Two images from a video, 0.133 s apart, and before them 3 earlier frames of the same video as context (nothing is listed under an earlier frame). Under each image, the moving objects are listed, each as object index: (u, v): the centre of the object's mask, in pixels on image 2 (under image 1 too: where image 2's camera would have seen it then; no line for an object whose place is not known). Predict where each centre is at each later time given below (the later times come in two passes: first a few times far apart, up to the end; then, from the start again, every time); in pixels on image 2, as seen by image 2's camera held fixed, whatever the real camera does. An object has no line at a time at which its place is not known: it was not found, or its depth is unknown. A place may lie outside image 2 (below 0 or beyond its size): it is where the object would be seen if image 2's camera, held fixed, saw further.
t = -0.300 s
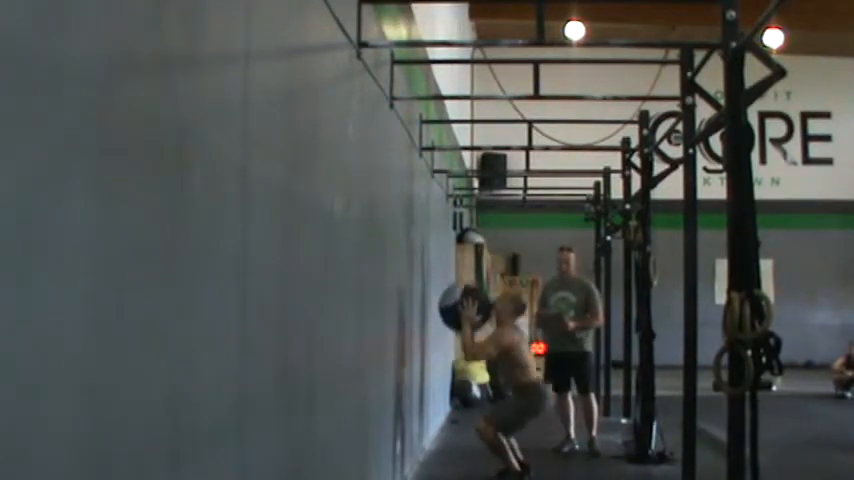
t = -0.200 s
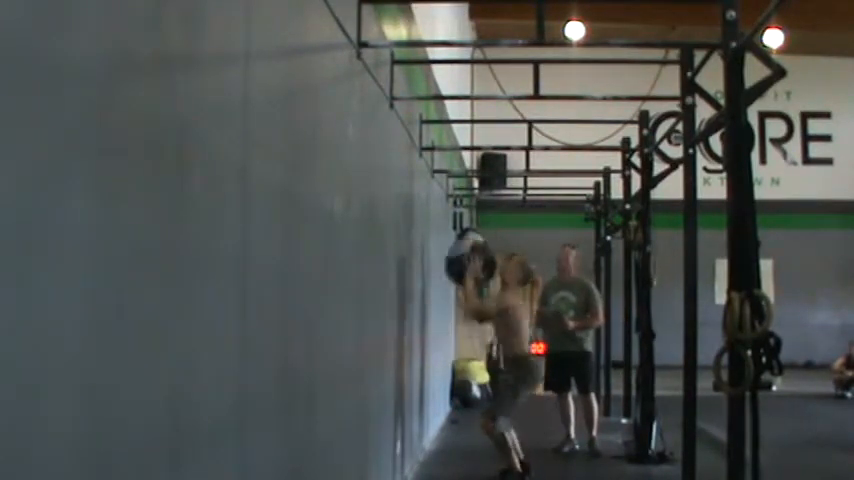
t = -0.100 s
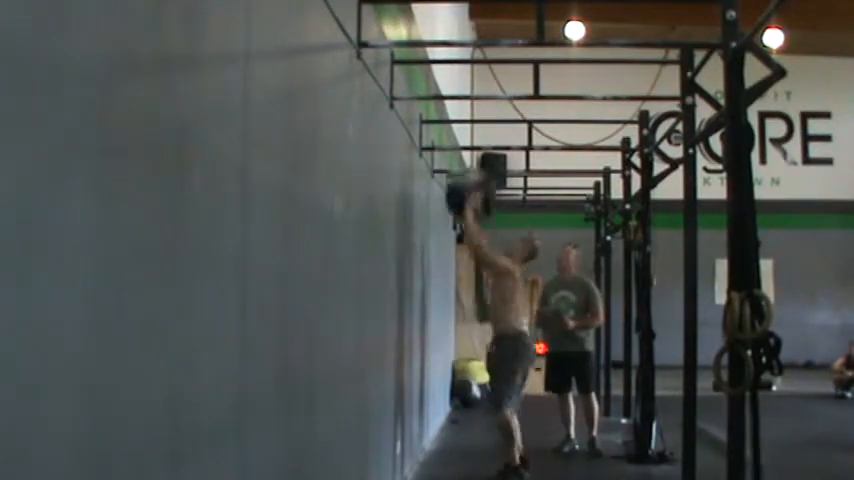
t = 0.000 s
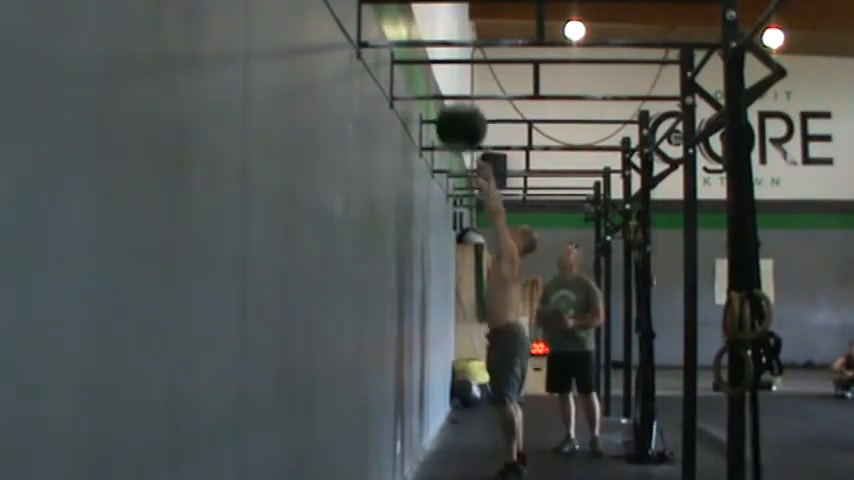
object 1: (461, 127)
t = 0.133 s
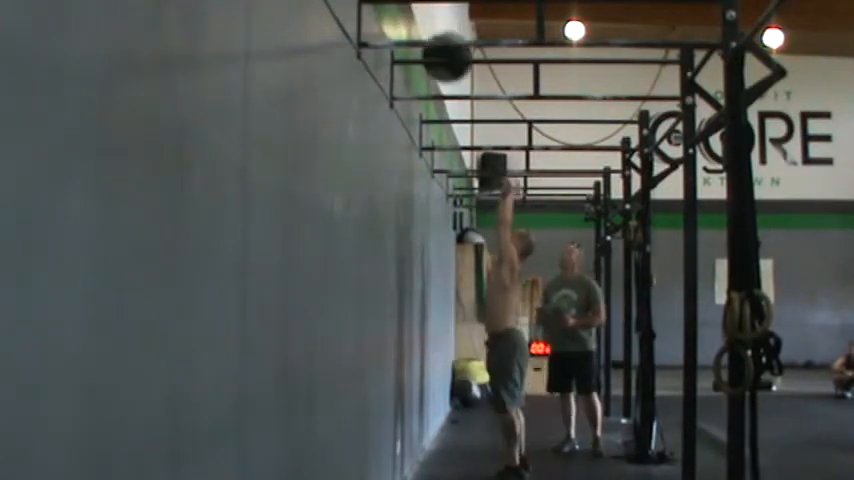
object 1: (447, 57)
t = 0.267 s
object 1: (430, 16)
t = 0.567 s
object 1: (448, 20)
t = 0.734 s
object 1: (460, 79)
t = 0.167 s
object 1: (443, 43)
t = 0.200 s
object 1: (440, 31)
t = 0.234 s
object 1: (436, 21)
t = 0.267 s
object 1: (430, 16)
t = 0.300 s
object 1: (428, 14)
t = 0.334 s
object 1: (428, 12)
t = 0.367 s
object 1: (432, 11)
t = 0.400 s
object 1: (436, 11)
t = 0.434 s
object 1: (438, 12)
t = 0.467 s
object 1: (440, 13)
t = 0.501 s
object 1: (443, 14)
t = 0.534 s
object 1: (445, 17)
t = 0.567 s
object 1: (448, 20)
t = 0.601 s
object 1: (450, 28)
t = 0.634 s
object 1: (452, 38)
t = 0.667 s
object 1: (454, 50)
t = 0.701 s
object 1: (458, 64)
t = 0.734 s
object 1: (460, 79)
